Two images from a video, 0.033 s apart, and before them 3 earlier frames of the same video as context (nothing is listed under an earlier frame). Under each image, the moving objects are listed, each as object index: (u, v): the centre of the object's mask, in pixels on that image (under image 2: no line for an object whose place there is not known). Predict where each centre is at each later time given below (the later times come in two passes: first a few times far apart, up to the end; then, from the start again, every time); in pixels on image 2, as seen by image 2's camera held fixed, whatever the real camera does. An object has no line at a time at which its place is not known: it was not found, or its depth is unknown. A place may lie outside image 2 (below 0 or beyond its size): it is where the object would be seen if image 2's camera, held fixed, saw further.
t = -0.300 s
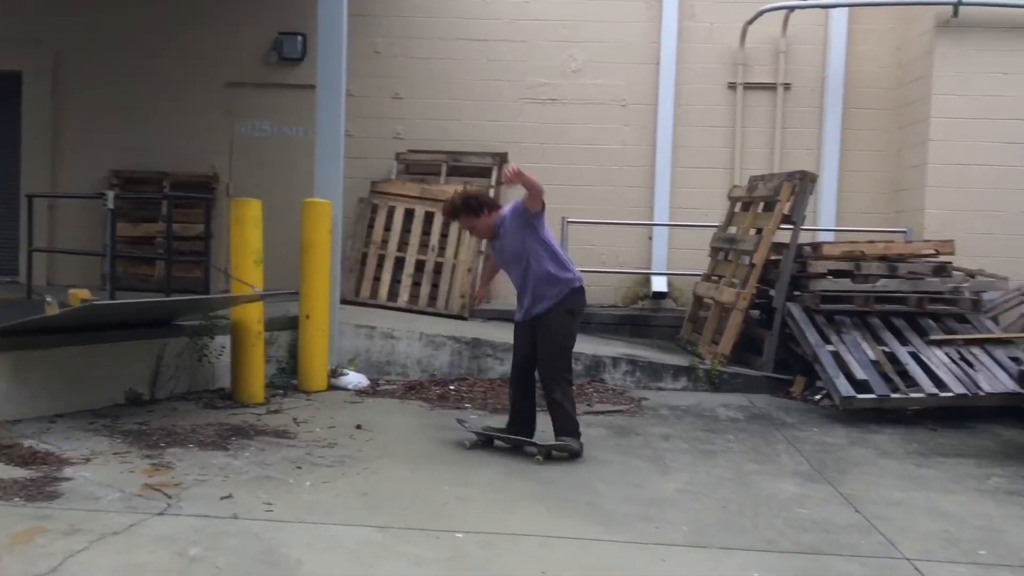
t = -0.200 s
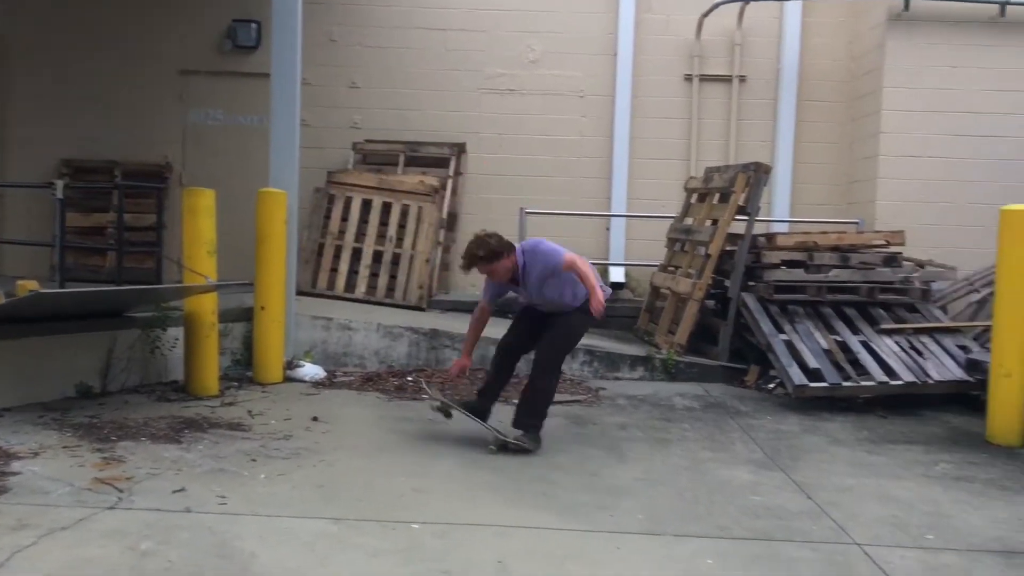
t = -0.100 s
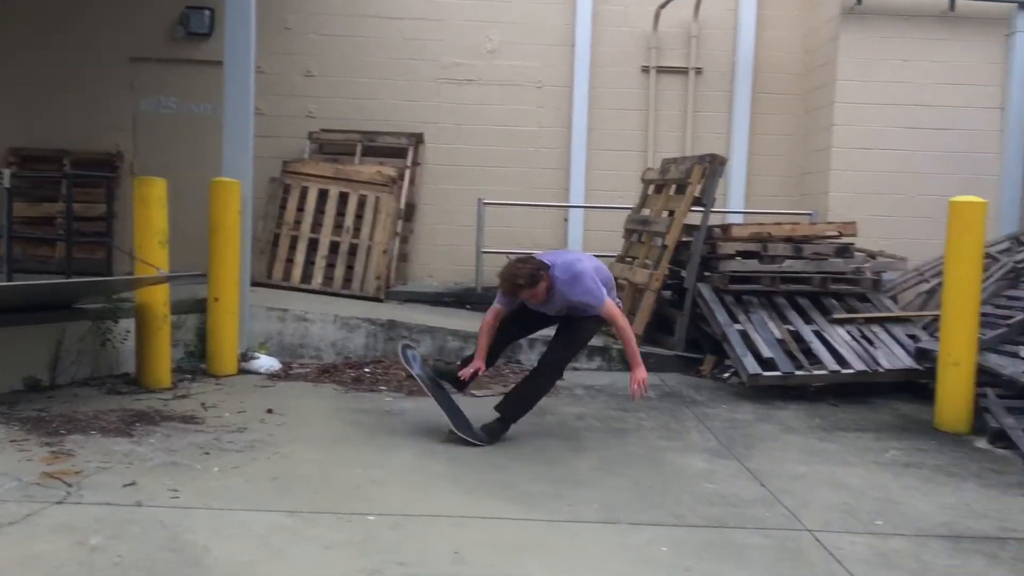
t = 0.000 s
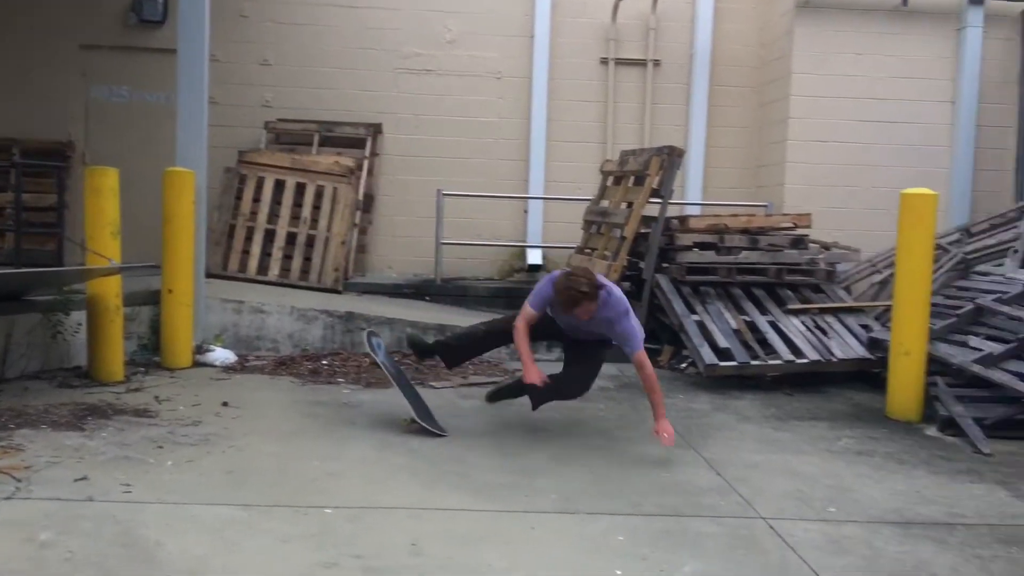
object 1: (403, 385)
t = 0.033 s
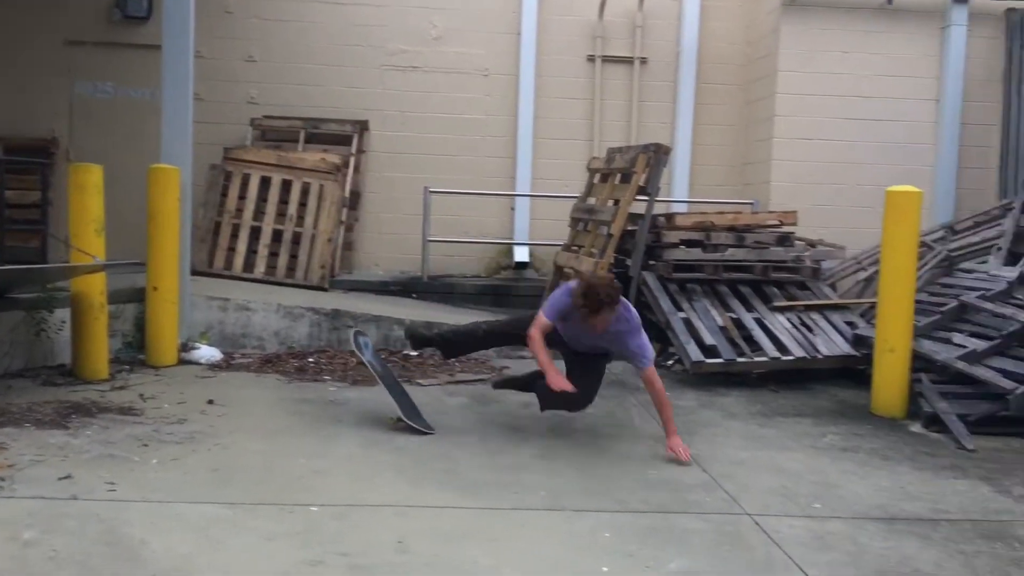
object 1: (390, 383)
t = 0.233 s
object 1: (386, 408)
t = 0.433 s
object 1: (387, 408)
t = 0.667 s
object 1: (386, 408)
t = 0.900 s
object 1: (386, 408)
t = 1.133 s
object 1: (385, 408)
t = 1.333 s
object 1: (385, 408)
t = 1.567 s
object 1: (385, 408)
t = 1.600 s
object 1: (385, 408)
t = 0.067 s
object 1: (390, 386)
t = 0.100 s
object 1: (389, 389)
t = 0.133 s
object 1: (389, 392)
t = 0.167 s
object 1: (386, 395)
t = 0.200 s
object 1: (385, 400)
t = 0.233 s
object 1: (386, 408)
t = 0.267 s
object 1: (387, 408)
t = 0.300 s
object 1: (387, 406)
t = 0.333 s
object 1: (387, 405)
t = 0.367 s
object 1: (387, 406)
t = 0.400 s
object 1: (387, 408)
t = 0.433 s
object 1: (387, 408)
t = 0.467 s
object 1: (386, 408)
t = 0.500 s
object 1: (386, 408)
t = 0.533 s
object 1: (387, 408)
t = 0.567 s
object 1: (386, 408)
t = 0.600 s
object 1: (386, 409)
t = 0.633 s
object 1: (386, 409)
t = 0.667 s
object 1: (386, 408)
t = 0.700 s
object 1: (386, 409)
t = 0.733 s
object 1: (386, 409)
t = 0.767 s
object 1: (386, 408)
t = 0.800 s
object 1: (385, 408)
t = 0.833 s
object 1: (386, 408)
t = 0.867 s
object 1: (385, 408)
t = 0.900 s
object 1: (386, 408)
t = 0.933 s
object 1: (385, 408)
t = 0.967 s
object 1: (385, 408)
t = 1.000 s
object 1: (386, 409)
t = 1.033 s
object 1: (385, 408)
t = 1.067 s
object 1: (385, 408)
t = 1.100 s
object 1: (386, 408)
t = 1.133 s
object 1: (385, 408)
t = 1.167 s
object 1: (385, 408)
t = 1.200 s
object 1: (385, 408)
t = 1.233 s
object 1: (385, 408)
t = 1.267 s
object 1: (385, 408)
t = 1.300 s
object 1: (385, 408)
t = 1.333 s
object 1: (385, 408)
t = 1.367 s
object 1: (385, 408)
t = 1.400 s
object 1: (385, 408)
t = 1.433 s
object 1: (385, 408)
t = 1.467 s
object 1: (385, 408)
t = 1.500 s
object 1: (385, 408)
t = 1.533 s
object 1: (385, 408)
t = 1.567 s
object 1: (385, 408)
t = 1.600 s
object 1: (385, 408)
